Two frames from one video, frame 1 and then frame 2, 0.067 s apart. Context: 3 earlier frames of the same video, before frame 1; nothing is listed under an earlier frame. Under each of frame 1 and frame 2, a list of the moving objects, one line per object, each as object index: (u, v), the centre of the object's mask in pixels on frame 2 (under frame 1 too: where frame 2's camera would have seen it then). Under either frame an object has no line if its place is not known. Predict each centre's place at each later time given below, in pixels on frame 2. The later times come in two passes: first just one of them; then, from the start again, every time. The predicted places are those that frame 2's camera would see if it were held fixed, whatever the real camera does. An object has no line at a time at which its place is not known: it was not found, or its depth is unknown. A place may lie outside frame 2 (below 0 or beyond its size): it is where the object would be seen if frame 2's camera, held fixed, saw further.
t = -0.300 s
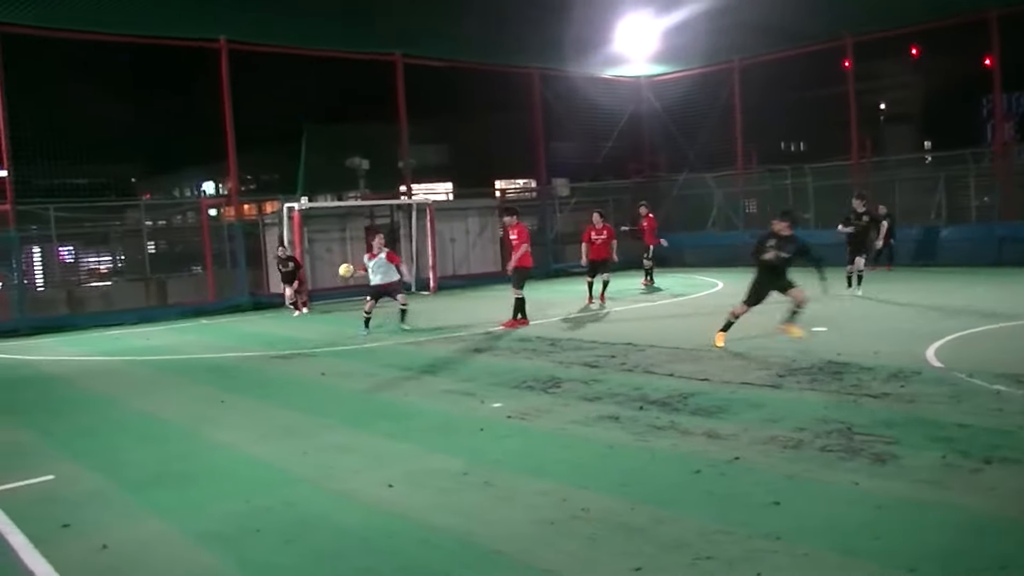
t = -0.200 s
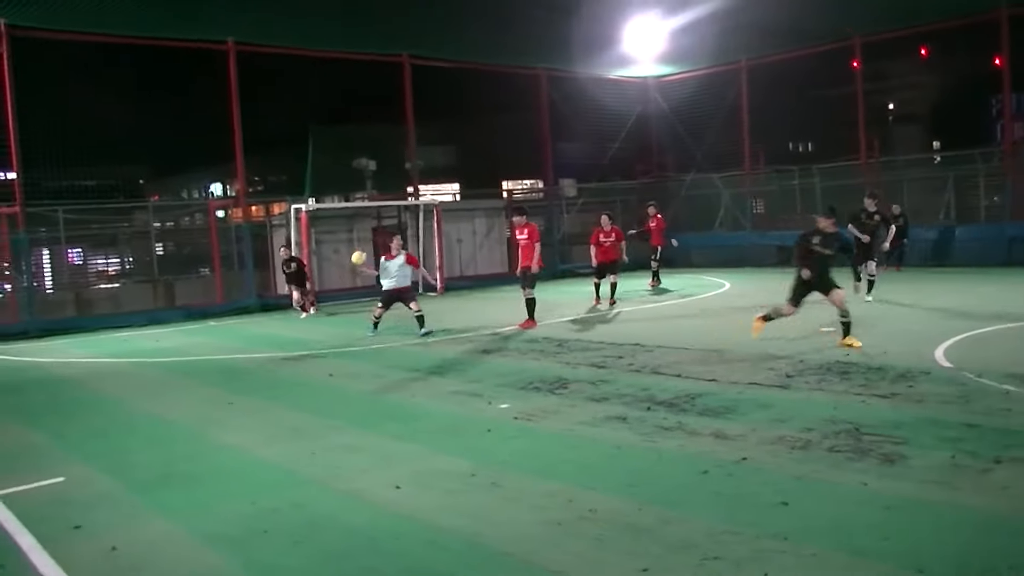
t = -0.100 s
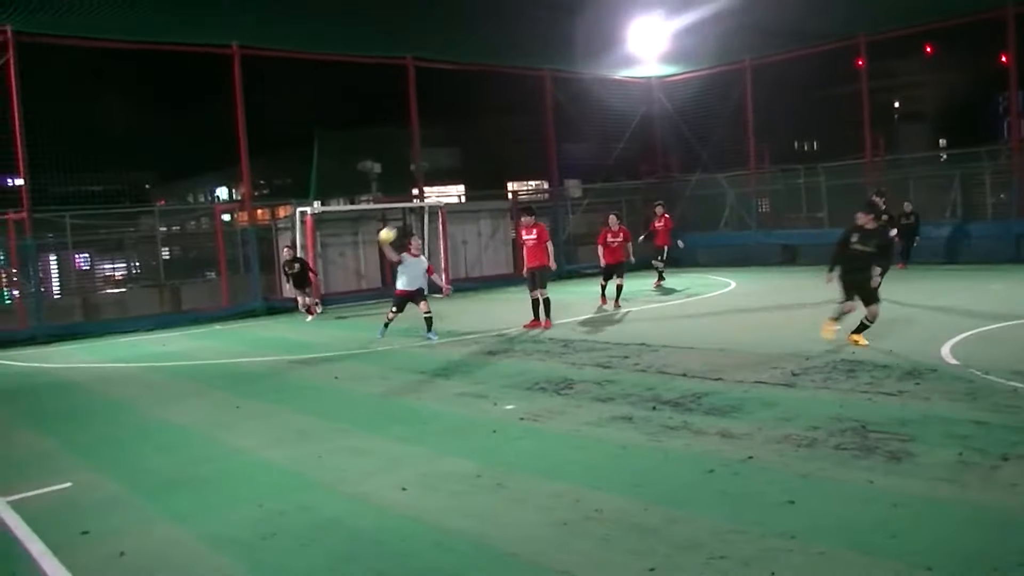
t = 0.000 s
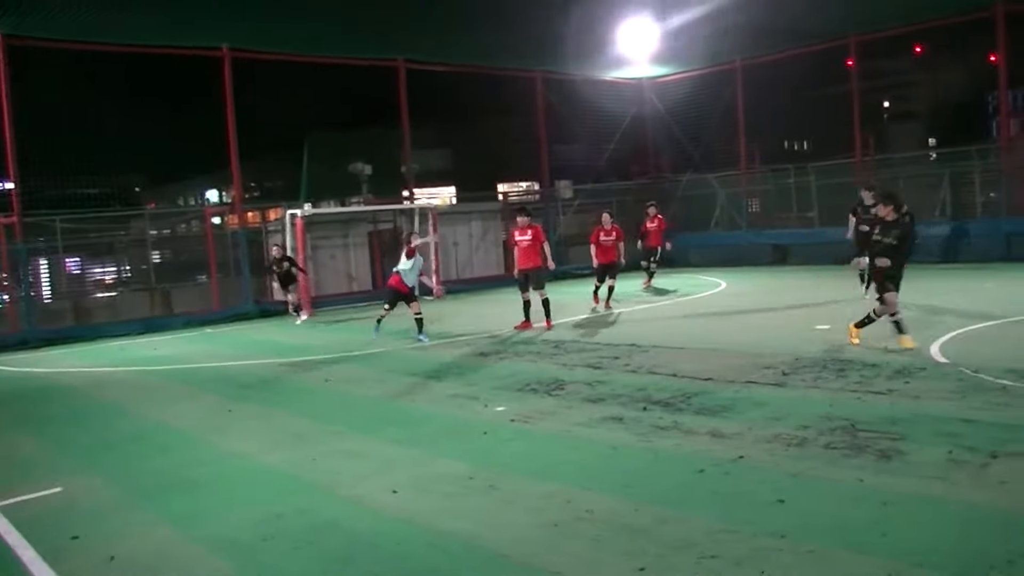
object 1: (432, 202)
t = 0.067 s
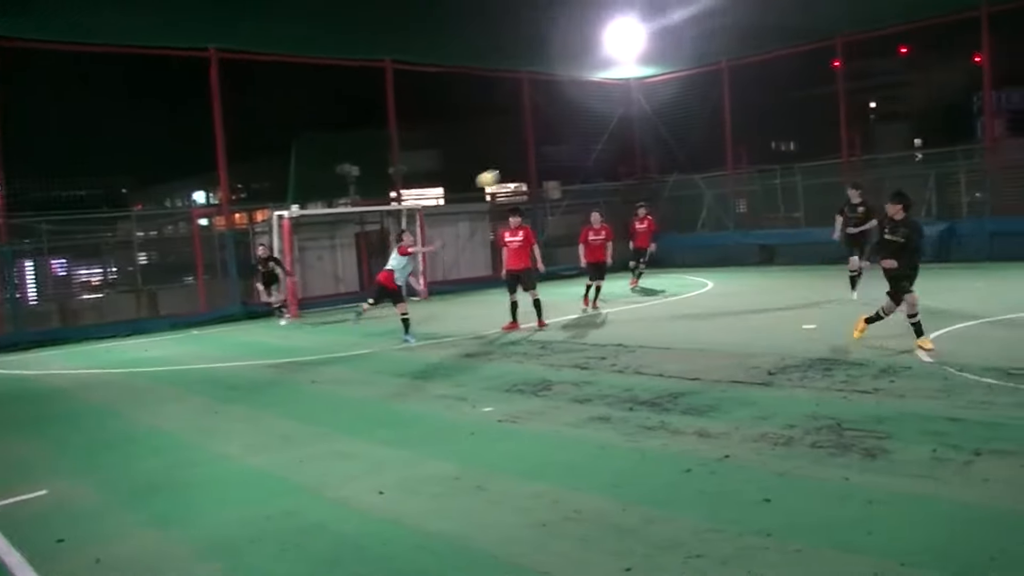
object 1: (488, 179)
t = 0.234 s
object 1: (641, 132)
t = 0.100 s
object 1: (517, 168)
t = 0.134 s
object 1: (547, 158)
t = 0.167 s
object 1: (577, 149)
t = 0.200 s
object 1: (609, 140)
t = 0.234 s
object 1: (641, 132)
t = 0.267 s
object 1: (675, 124)
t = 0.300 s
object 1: (709, 117)
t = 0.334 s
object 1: (744, 111)
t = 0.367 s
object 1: (780, 105)
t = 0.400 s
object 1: (818, 101)
